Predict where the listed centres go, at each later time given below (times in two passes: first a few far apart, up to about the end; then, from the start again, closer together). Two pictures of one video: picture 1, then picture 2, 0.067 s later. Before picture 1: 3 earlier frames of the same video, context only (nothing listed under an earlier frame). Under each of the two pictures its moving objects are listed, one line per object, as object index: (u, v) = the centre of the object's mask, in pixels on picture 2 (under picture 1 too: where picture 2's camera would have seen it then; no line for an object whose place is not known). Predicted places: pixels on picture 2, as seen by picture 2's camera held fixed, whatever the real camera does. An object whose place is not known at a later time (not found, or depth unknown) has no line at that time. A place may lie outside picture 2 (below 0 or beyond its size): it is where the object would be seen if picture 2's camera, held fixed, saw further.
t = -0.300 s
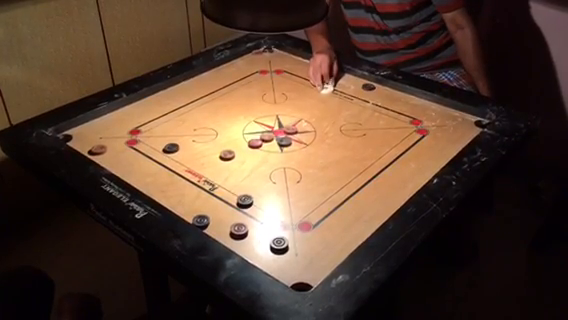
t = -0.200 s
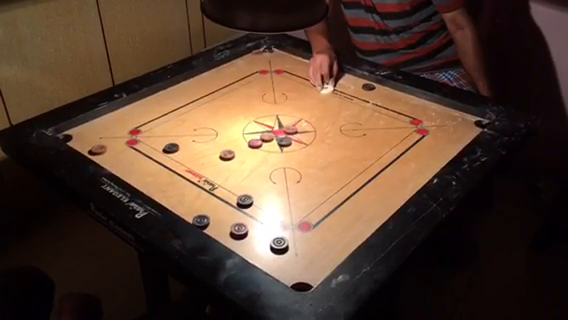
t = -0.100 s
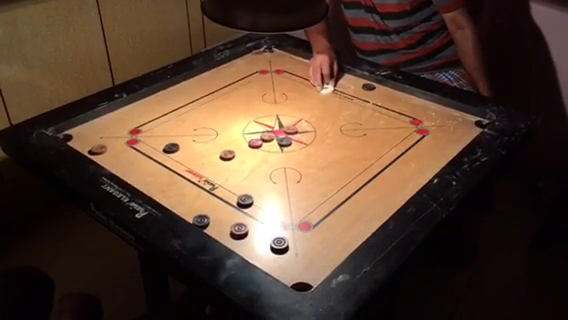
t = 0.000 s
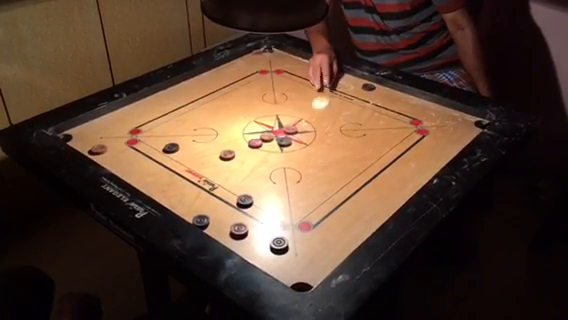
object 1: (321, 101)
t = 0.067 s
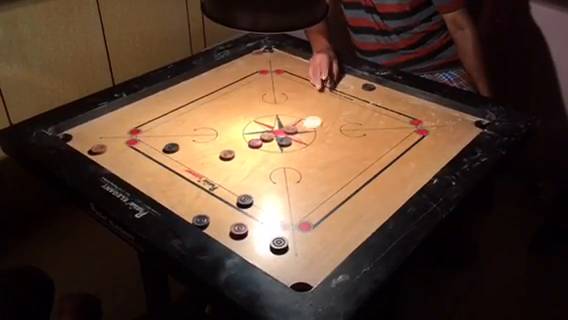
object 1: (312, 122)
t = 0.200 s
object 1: (296, 165)
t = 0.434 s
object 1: (256, 245)
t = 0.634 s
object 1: (276, 236)
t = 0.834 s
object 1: (290, 229)
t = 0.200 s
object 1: (296, 165)
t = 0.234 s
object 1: (292, 177)
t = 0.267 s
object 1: (286, 189)
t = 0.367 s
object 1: (274, 227)
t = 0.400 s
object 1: (263, 237)
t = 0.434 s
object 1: (256, 245)
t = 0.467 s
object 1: (252, 254)
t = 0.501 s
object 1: (254, 251)
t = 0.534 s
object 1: (261, 247)
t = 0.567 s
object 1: (267, 242)
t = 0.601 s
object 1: (272, 237)
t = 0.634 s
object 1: (276, 236)
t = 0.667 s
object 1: (280, 234)
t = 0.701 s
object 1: (283, 233)
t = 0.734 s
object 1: (286, 232)
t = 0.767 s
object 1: (288, 231)
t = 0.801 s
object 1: (289, 230)
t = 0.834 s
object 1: (290, 229)
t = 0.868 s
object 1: (290, 229)
